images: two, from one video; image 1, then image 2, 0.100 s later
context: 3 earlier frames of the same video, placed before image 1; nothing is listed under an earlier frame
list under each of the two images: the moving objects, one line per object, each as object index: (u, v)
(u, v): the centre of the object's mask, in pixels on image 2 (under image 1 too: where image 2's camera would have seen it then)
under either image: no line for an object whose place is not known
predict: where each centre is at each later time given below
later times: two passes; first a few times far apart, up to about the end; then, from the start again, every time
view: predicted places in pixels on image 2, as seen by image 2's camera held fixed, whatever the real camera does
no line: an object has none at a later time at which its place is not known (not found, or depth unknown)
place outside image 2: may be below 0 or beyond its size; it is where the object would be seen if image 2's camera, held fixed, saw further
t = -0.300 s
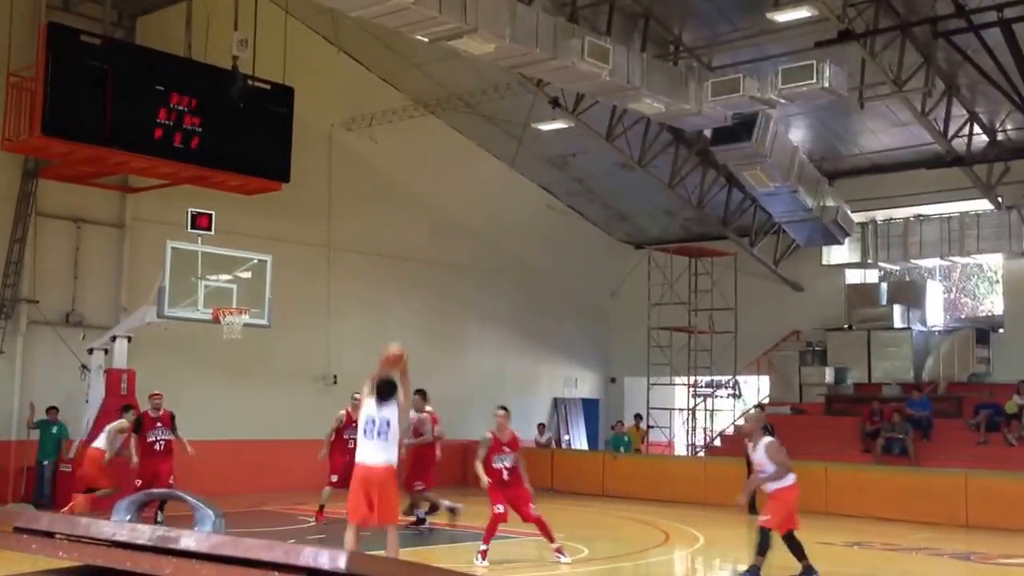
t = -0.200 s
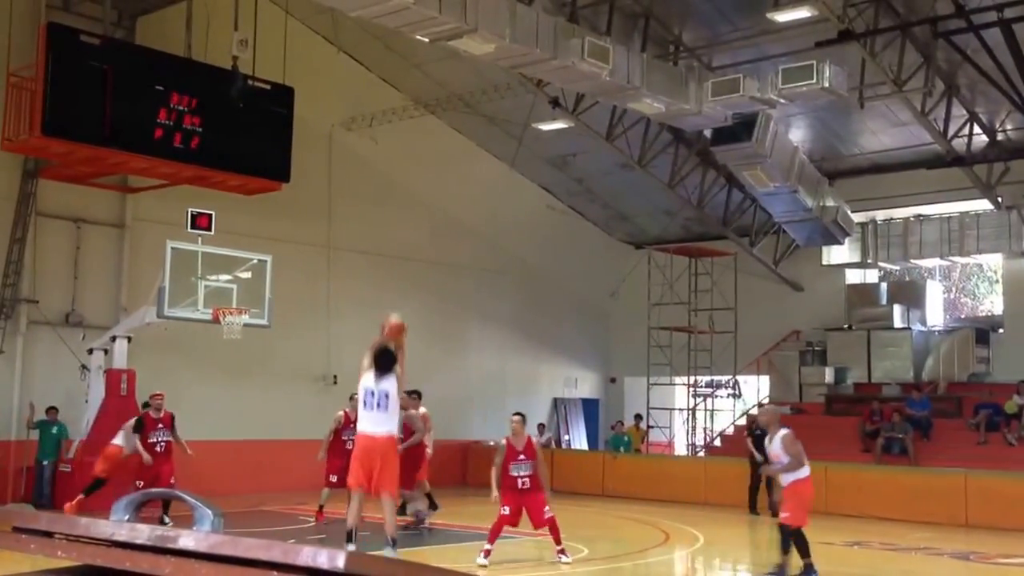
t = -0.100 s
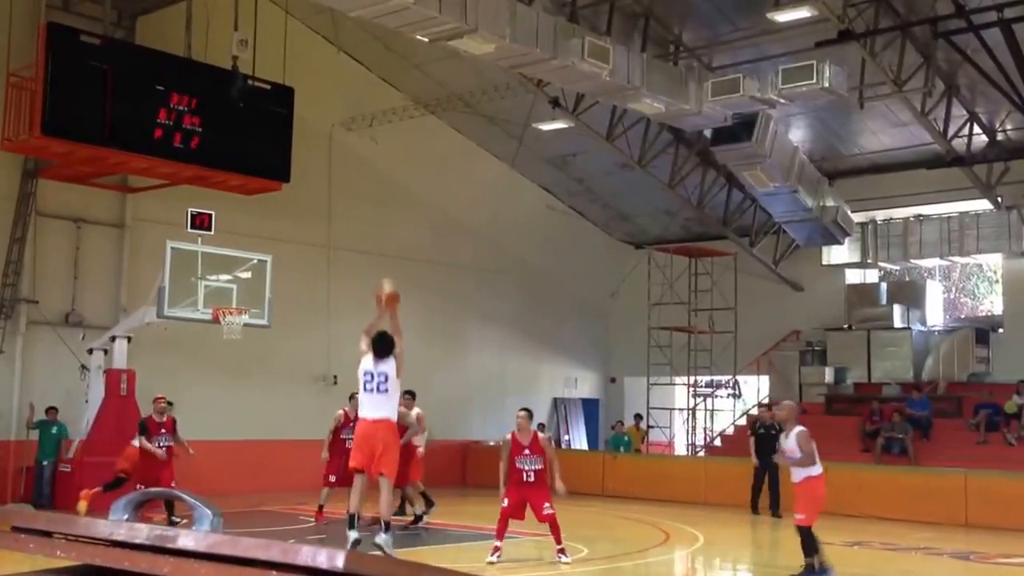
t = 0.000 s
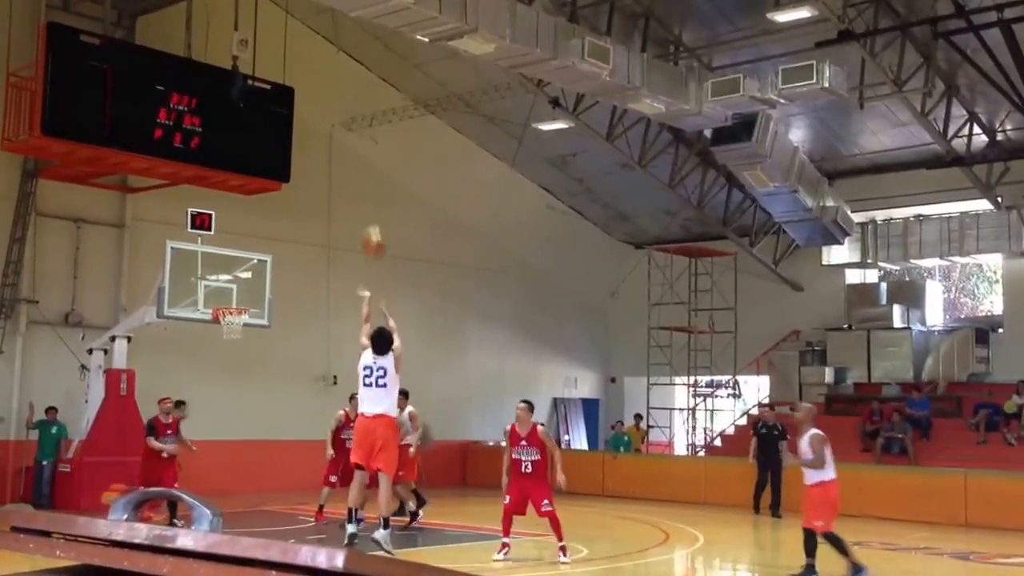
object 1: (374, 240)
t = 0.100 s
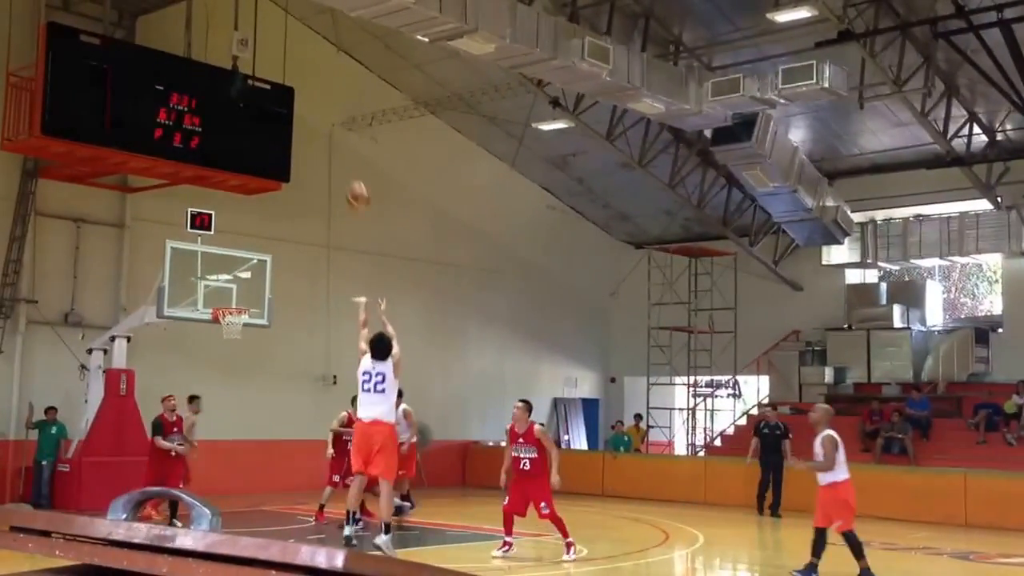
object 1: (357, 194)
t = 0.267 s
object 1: (334, 148)
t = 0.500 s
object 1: (307, 131)
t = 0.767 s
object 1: (281, 161)
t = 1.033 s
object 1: (256, 235)
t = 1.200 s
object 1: (242, 299)
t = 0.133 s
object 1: (352, 180)
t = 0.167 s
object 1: (347, 171)
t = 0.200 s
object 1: (342, 161)
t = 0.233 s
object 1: (339, 153)
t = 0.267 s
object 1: (334, 148)
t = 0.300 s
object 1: (330, 142)
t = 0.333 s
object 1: (326, 138)
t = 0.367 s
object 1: (323, 135)
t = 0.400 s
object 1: (319, 132)
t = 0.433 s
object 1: (315, 132)
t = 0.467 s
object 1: (311, 131)
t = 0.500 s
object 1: (307, 131)
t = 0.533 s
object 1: (304, 132)
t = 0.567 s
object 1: (301, 134)
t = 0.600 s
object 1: (297, 136)
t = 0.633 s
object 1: (293, 140)
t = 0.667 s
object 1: (290, 144)
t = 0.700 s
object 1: (286, 150)
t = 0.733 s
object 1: (283, 155)
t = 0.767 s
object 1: (281, 161)
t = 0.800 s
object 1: (278, 168)
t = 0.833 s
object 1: (274, 174)
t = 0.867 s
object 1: (272, 183)
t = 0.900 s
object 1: (268, 191)
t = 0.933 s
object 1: (265, 202)
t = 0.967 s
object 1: (262, 213)
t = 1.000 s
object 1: (259, 225)
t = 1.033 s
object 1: (256, 235)
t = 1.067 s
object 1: (253, 246)
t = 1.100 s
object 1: (251, 261)
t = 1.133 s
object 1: (249, 272)
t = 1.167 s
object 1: (244, 288)
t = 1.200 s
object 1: (242, 299)
